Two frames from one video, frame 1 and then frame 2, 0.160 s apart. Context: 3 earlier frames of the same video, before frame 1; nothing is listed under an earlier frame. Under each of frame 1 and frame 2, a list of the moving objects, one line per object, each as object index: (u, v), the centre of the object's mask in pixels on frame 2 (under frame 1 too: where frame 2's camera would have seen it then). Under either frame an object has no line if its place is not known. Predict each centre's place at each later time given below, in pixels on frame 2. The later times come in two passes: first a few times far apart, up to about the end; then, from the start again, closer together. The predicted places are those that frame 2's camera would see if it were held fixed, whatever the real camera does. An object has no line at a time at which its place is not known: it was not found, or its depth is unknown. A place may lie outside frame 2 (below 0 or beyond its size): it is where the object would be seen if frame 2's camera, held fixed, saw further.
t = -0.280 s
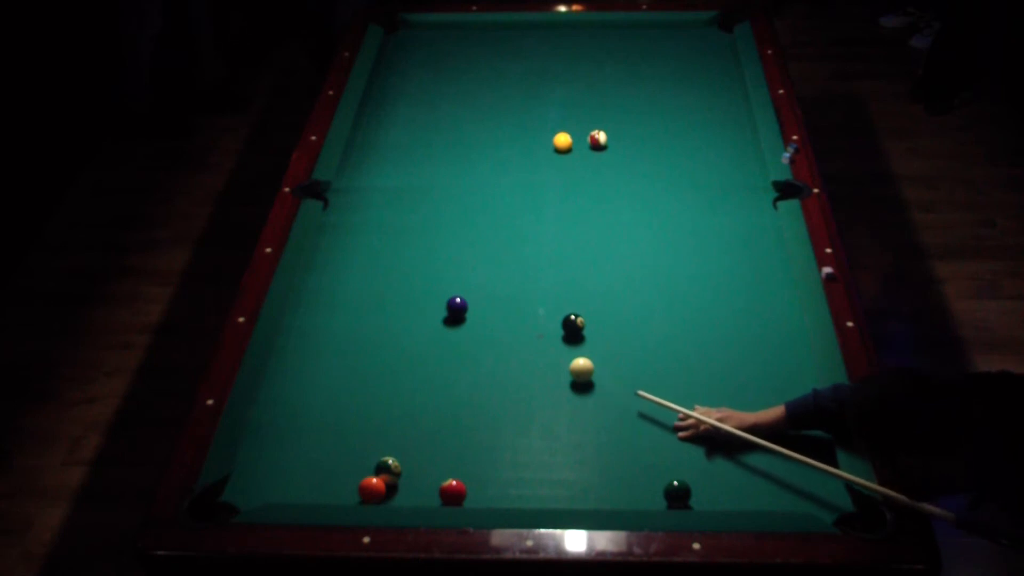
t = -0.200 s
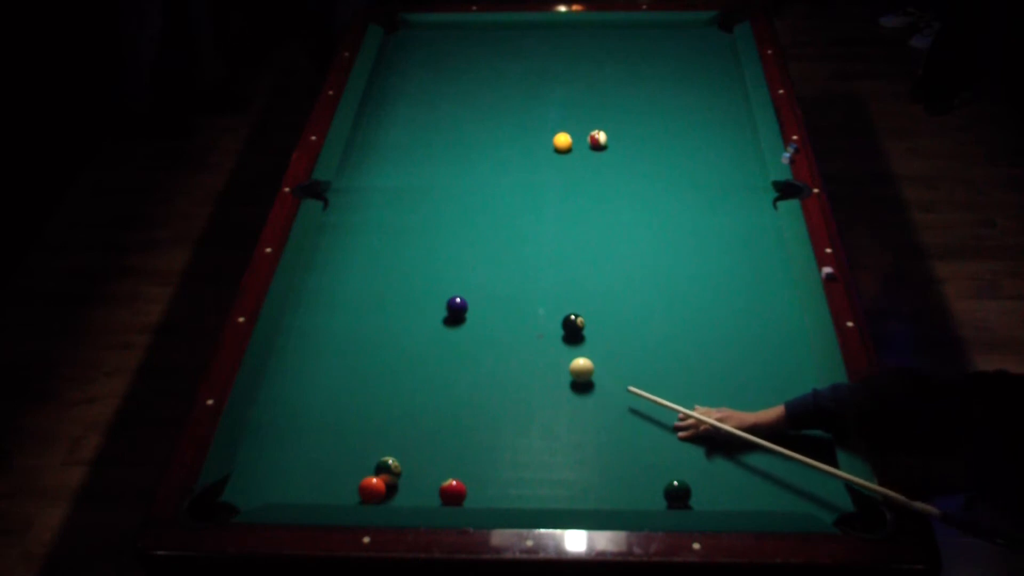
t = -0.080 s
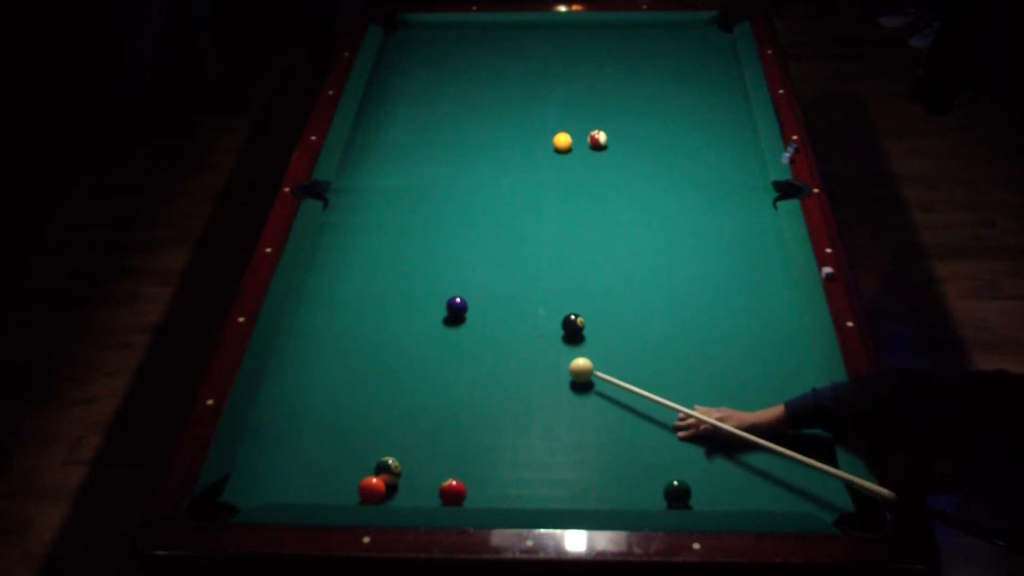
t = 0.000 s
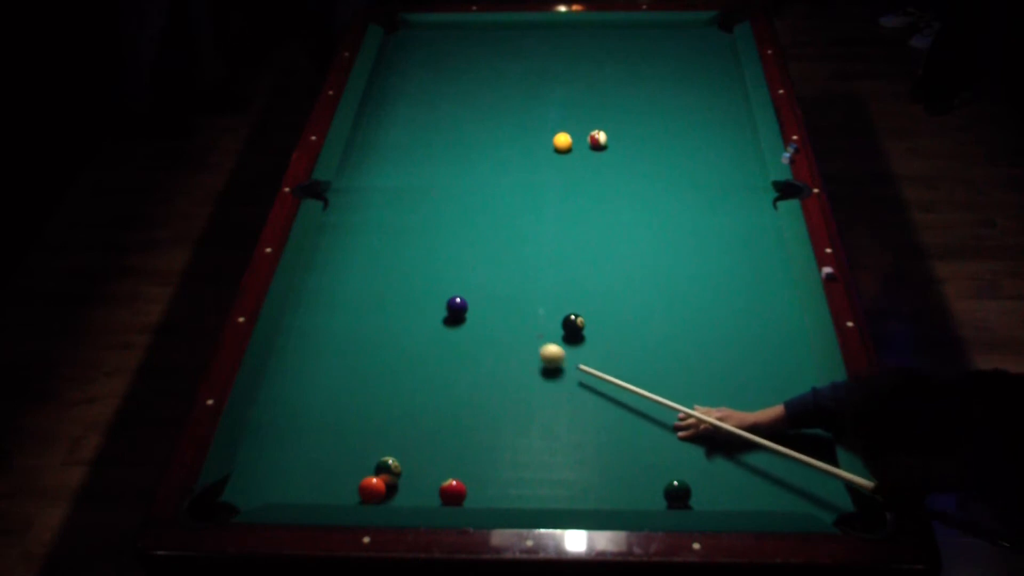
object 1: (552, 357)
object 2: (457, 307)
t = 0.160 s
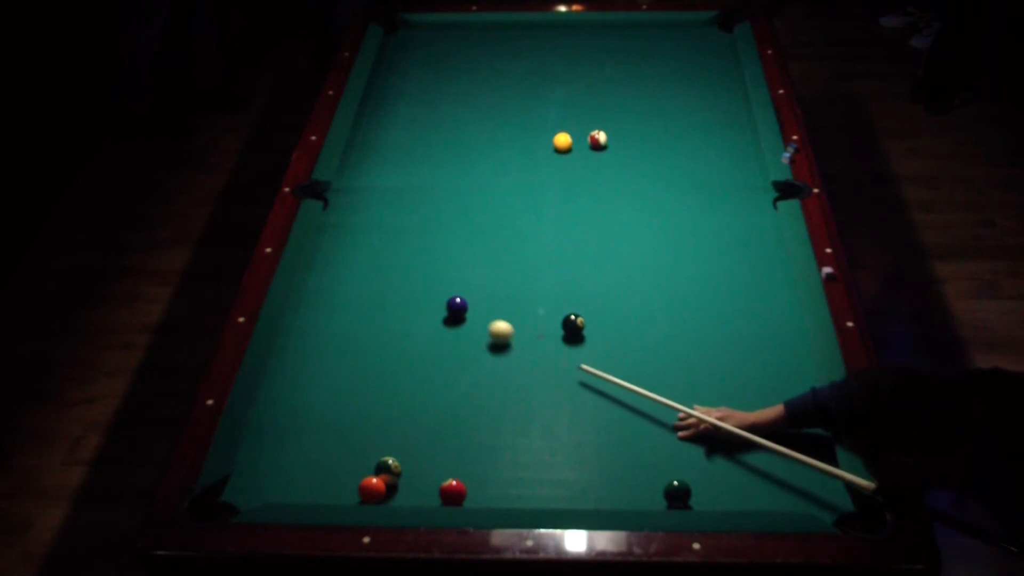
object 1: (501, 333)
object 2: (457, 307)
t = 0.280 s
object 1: (468, 319)
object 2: (453, 304)
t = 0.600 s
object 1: (426, 318)
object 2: (411, 268)
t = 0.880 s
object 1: (392, 316)
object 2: (381, 243)
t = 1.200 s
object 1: (356, 315)
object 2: (349, 218)
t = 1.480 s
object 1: (328, 313)
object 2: (338, 199)
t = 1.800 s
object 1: (299, 313)
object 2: (354, 181)
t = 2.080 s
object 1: (311, 313)
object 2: (366, 168)
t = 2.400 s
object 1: (322, 313)
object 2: (378, 155)
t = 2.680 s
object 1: (330, 312)
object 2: (388, 145)
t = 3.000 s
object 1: (335, 312)
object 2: (398, 135)
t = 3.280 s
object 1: (337, 312)
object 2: (405, 128)
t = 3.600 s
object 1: (337, 312)
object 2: (412, 120)
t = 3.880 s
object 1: (337, 312)
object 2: (417, 115)
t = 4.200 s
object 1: (337, 312)
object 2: (421, 110)
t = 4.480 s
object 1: (337, 312)
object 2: (425, 107)
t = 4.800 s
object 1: (337, 311)
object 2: (428, 104)
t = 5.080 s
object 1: (337, 312)
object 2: (429, 103)
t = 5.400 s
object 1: (336, 313)
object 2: (430, 105)
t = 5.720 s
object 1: (336, 313)
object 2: (430, 105)
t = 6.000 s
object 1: (336, 313)
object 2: (430, 105)
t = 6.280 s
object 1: (336, 313)
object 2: (430, 105)
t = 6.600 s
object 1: (336, 313)
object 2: (430, 105)
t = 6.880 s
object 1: (336, 313)
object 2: (430, 105)
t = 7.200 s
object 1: (337, 313)
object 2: (430, 105)
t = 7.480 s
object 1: (337, 313)
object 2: (430, 105)
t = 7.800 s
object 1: (337, 313)
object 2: (430, 105)
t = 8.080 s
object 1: (337, 313)
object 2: (430, 105)
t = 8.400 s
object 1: (337, 313)
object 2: (430, 105)
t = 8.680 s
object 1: (337, 313)
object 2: (430, 105)
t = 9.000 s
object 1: (337, 313)
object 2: (430, 105)
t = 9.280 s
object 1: (337, 313)
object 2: (430, 105)
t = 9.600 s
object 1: (337, 313)
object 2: (430, 105)
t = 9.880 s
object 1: (337, 313)
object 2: (430, 105)
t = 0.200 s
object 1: (488, 327)
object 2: (457, 307)
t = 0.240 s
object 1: (476, 322)
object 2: (456, 307)
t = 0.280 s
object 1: (468, 319)
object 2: (453, 304)
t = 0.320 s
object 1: (463, 320)
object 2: (446, 298)
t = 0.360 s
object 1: (458, 320)
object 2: (440, 294)
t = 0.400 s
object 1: (452, 320)
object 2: (435, 289)
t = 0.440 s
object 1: (447, 319)
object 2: (430, 285)
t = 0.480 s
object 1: (442, 319)
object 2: (425, 280)
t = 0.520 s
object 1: (437, 319)
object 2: (420, 276)
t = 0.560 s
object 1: (431, 319)
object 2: (416, 272)
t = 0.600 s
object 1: (426, 318)
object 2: (411, 268)
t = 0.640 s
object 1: (421, 318)
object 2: (406, 265)
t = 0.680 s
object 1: (416, 318)
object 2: (402, 261)
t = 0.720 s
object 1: (411, 318)
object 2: (397, 258)
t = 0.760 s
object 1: (406, 317)
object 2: (393, 254)
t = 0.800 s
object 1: (401, 317)
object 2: (389, 250)
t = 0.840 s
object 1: (396, 316)
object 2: (385, 247)
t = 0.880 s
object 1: (392, 316)
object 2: (381, 243)
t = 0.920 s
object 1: (387, 316)
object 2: (377, 240)
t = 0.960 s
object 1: (383, 316)
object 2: (373, 236)
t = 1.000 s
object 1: (378, 316)
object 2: (368, 233)
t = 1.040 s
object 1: (374, 315)
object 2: (365, 230)
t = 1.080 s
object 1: (369, 315)
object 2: (361, 227)
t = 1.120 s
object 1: (365, 315)
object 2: (357, 224)
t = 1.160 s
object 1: (360, 315)
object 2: (353, 221)
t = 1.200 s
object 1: (356, 315)
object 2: (349, 218)
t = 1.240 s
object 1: (352, 314)
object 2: (346, 214)
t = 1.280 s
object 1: (348, 314)
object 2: (343, 211)
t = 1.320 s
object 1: (344, 314)
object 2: (339, 208)
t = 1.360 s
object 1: (340, 314)
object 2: (335, 206)
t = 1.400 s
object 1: (335, 314)
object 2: (335, 203)
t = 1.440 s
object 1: (331, 314)
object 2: (337, 201)
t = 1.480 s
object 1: (328, 313)
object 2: (338, 199)
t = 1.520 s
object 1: (324, 313)
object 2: (341, 196)
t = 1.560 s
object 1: (320, 313)
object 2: (343, 194)
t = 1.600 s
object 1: (316, 313)
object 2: (344, 192)
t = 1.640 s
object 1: (312, 313)
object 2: (347, 190)
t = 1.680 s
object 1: (309, 313)
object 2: (348, 188)
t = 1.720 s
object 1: (305, 313)
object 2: (349, 186)
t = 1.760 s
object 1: (302, 313)
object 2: (352, 183)
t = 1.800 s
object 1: (299, 313)
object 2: (354, 181)
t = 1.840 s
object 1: (300, 313)
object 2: (356, 180)
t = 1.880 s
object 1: (302, 313)
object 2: (358, 177)
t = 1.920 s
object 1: (304, 313)
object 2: (359, 176)
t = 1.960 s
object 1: (306, 313)
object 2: (361, 174)
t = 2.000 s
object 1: (307, 313)
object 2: (363, 172)
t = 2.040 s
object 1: (309, 312)
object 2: (365, 170)
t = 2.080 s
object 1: (311, 313)
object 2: (366, 168)
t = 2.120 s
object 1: (312, 313)
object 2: (367, 167)
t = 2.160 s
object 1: (314, 313)
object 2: (369, 165)
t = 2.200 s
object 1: (315, 313)
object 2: (370, 164)
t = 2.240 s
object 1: (317, 313)
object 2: (372, 162)
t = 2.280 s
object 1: (318, 313)
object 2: (374, 160)
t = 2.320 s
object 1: (320, 313)
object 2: (375, 158)
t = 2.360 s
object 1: (321, 313)
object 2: (377, 156)
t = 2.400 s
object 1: (322, 313)
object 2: (378, 155)
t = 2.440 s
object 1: (323, 313)
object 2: (380, 154)
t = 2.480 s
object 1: (325, 313)
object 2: (382, 152)
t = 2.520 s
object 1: (326, 312)
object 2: (383, 151)
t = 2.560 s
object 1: (327, 312)
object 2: (384, 149)
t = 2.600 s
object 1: (328, 312)
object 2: (385, 148)
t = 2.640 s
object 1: (329, 312)
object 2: (387, 146)
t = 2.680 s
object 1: (330, 312)
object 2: (388, 145)
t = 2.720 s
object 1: (331, 312)
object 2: (389, 144)
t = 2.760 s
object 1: (332, 312)
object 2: (390, 143)
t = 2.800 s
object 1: (332, 312)
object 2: (392, 142)
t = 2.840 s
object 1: (333, 312)
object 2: (392, 141)
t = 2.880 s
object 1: (334, 312)
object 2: (394, 139)
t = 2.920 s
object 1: (334, 312)
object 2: (395, 138)
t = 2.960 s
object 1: (335, 312)
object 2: (397, 136)
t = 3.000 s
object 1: (335, 312)
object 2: (398, 135)
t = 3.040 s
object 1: (335, 312)
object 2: (399, 134)
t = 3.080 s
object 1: (336, 312)
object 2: (400, 133)
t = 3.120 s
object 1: (336, 312)
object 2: (401, 132)
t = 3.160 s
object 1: (336, 312)
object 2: (402, 131)
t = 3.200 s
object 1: (336, 312)
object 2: (403, 129)
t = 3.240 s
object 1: (337, 312)
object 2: (404, 129)
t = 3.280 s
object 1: (337, 312)
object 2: (405, 128)
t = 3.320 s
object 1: (337, 312)
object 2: (406, 127)
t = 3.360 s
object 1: (337, 312)
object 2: (407, 126)
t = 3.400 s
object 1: (337, 312)
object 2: (408, 125)
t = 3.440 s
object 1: (337, 312)
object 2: (409, 124)
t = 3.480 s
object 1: (337, 312)
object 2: (410, 123)
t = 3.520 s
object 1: (337, 312)
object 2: (411, 122)
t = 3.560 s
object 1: (337, 312)
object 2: (411, 121)
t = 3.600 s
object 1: (337, 312)
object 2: (412, 120)
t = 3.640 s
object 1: (337, 312)
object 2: (413, 120)
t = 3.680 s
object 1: (337, 312)
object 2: (414, 119)
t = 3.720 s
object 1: (337, 312)
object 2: (414, 119)
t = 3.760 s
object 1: (337, 312)
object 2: (415, 118)
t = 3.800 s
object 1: (337, 312)
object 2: (416, 117)
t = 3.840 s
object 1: (337, 312)
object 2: (416, 116)
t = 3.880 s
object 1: (337, 312)
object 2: (417, 115)
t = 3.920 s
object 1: (337, 312)
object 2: (417, 114)
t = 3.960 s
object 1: (337, 312)
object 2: (418, 114)
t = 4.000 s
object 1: (337, 312)
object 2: (418, 113)
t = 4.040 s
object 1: (337, 312)
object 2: (419, 113)
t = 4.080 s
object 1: (337, 312)
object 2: (419, 112)
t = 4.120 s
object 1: (337, 312)
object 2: (420, 111)
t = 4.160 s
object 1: (337, 312)
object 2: (421, 111)
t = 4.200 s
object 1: (337, 312)
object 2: (421, 110)
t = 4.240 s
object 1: (337, 312)
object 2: (422, 110)
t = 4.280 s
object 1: (337, 312)
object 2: (423, 109)
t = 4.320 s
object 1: (337, 312)
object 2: (423, 109)
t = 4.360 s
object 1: (337, 312)
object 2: (423, 108)
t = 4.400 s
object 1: (337, 312)
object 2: (424, 108)
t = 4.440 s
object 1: (337, 312)
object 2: (425, 107)
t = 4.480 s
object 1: (337, 312)
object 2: (425, 107)
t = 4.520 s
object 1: (337, 312)
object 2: (426, 106)
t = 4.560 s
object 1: (337, 312)
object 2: (426, 106)
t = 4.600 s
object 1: (337, 312)
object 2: (427, 106)
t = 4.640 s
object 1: (337, 311)
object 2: (427, 105)
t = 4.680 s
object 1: (337, 311)
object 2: (427, 105)
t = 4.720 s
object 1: (337, 311)
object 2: (428, 105)
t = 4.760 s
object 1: (337, 311)
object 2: (428, 105)
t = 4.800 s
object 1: (337, 311)
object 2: (428, 104)
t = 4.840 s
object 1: (337, 311)
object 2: (428, 104)
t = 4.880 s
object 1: (337, 311)
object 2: (429, 104)
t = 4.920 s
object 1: (337, 311)
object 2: (429, 104)
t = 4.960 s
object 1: (337, 311)
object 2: (429, 104)
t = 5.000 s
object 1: (337, 311)
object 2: (429, 103)
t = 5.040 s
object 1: (337, 312)
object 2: (429, 103)
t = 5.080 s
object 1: (337, 312)
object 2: (429, 103)
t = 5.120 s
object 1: (337, 312)
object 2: (430, 104)
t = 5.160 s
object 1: (337, 312)
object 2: (430, 104)
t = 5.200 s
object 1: (336, 312)
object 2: (430, 104)
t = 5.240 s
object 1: (336, 313)
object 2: (430, 104)
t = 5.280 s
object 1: (336, 313)
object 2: (430, 104)
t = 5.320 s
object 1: (336, 313)
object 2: (430, 104)
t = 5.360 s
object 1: (336, 313)
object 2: (430, 104)
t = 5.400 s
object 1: (336, 313)
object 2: (430, 105)
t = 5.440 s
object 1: (336, 313)
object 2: (430, 105)
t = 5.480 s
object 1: (336, 313)
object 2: (430, 105)
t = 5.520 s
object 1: (336, 313)
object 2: (430, 105)
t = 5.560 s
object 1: (336, 313)
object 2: (430, 105)
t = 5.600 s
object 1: (336, 313)
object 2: (430, 105)
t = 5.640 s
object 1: (336, 313)
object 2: (430, 105)
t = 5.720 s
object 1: (336, 313)
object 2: (430, 105)
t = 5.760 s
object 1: (336, 313)
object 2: (430, 105)
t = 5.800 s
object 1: (336, 313)
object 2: (430, 105)
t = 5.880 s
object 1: (336, 313)
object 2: (430, 105)
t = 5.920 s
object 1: (336, 313)
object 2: (430, 105)
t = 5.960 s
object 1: (336, 313)
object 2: (430, 105)
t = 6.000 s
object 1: (336, 313)
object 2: (430, 105)
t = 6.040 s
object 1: (336, 313)
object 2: (430, 105)
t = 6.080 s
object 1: (336, 313)
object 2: (430, 105)
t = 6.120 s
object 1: (336, 313)
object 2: (430, 105)
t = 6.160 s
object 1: (336, 313)
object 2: (430, 105)
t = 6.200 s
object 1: (336, 313)
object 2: (430, 105)
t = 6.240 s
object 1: (336, 313)
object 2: (430, 105)
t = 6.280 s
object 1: (336, 313)
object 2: (430, 105)
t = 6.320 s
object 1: (336, 313)
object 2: (430, 105)
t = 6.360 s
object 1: (336, 313)
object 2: (430, 105)
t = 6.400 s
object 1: (336, 313)
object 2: (430, 105)
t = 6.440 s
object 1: (336, 313)
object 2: (430, 105)
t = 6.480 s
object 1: (336, 313)
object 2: (430, 105)
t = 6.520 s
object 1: (336, 313)
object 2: (430, 105)
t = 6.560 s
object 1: (336, 313)
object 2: (430, 105)
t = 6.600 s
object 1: (336, 313)
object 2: (430, 105)
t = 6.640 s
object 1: (336, 313)
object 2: (430, 105)
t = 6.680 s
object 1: (336, 313)
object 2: (430, 105)
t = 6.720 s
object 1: (336, 313)
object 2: (430, 105)
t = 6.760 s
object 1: (336, 313)
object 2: (430, 105)
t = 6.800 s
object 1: (336, 313)
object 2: (430, 105)
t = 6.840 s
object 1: (336, 313)
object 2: (430, 105)
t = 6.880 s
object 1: (336, 313)
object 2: (430, 105)
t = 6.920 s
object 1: (336, 313)
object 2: (430, 105)
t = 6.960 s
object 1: (336, 313)
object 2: (430, 105)
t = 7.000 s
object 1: (336, 313)
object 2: (430, 105)
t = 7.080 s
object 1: (336, 313)
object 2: (430, 105)
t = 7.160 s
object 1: (337, 313)
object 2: (430, 105)
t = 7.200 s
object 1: (337, 313)
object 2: (430, 105)
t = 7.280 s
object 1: (337, 313)
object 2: (430, 105)
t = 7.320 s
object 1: (337, 313)
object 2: (430, 105)
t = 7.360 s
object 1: (337, 313)
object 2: (430, 105)
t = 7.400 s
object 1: (337, 313)
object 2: (430, 105)
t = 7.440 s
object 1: (337, 313)
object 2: (430, 105)
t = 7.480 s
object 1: (337, 313)
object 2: (430, 105)
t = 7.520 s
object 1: (337, 313)
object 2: (430, 105)
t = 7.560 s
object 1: (337, 313)
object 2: (430, 105)
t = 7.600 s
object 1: (337, 313)
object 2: (430, 105)
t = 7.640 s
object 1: (337, 313)
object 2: (430, 105)
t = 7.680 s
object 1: (337, 313)
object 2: (430, 105)
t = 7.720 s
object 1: (337, 313)
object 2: (430, 105)
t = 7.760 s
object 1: (337, 313)
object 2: (430, 105)
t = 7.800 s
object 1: (337, 313)
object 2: (430, 105)
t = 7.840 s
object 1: (337, 313)
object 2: (430, 105)
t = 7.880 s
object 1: (337, 313)
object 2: (430, 105)
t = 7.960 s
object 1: (337, 313)
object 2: (430, 105)
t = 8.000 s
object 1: (337, 313)
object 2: (430, 105)
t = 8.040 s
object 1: (337, 313)
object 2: (430, 105)
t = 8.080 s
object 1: (337, 313)
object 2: (430, 105)
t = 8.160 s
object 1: (337, 313)
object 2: (430, 105)
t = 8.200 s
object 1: (337, 313)
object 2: (430, 105)
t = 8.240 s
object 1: (337, 313)
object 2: (430, 105)
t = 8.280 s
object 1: (337, 313)
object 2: (430, 105)
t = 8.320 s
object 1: (337, 313)
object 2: (430, 105)
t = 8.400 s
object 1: (337, 313)
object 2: (430, 105)
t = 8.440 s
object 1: (337, 313)
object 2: (430, 105)
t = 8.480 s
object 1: (337, 313)
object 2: (430, 105)
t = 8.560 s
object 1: (337, 313)
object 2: (430, 105)
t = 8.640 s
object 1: (337, 313)
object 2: (430, 105)
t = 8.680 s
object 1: (337, 313)
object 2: (430, 105)
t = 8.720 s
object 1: (337, 313)
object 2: (430, 105)
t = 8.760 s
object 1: (337, 313)
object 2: (430, 105)
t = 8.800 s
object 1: (337, 313)
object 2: (430, 105)
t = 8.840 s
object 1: (337, 313)
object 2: (430, 105)
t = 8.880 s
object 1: (337, 313)
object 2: (430, 105)
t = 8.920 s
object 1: (337, 313)
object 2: (430, 105)
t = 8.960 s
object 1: (337, 313)
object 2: (430, 105)
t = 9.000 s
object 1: (337, 313)
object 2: (430, 105)
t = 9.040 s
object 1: (337, 313)
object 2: (430, 105)
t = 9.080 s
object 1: (337, 313)
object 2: (430, 105)
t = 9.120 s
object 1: (337, 313)
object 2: (430, 105)
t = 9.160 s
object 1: (337, 313)
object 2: (430, 105)
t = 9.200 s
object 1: (337, 313)
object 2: (430, 105)
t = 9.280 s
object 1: (337, 313)
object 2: (430, 105)
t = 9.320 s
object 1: (337, 313)
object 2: (430, 105)
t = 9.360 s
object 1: (337, 313)
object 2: (430, 105)
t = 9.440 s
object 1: (337, 313)
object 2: (430, 105)
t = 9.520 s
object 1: (337, 313)
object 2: (430, 105)
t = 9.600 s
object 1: (337, 313)
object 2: (430, 105)
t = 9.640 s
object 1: (337, 313)
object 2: (430, 105)
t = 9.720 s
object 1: (337, 313)
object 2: (430, 105)
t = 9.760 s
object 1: (337, 313)
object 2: (430, 105)
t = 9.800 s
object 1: (337, 313)
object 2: (430, 105)
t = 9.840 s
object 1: (337, 313)
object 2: (430, 105)
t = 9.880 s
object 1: (337, 313)
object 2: (430, 105)
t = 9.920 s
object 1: (337, 313)
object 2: (430, 105)
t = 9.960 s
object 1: (337, 313)
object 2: (430, 105)
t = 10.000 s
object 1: (337, 313)
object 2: (430, 105)
